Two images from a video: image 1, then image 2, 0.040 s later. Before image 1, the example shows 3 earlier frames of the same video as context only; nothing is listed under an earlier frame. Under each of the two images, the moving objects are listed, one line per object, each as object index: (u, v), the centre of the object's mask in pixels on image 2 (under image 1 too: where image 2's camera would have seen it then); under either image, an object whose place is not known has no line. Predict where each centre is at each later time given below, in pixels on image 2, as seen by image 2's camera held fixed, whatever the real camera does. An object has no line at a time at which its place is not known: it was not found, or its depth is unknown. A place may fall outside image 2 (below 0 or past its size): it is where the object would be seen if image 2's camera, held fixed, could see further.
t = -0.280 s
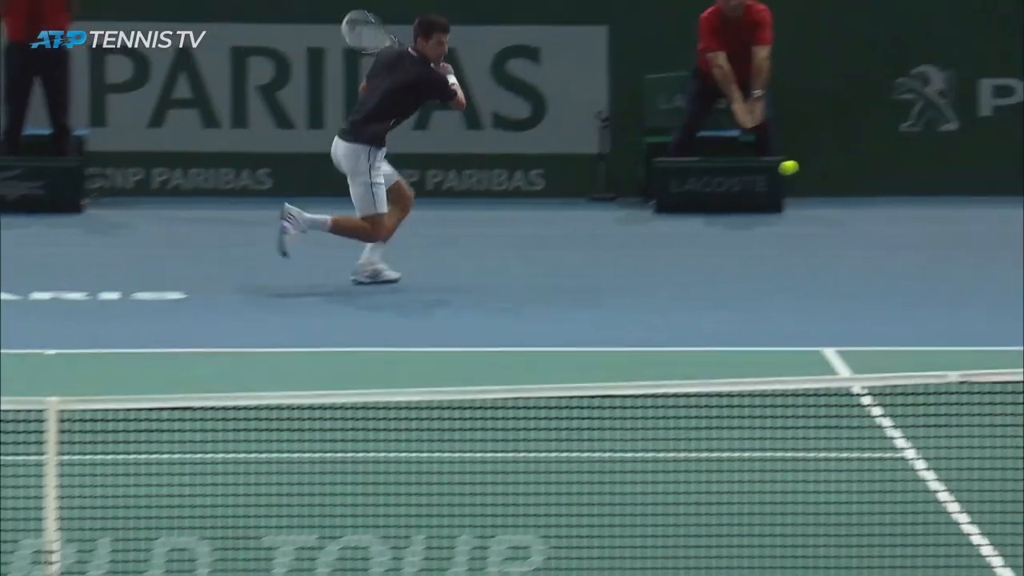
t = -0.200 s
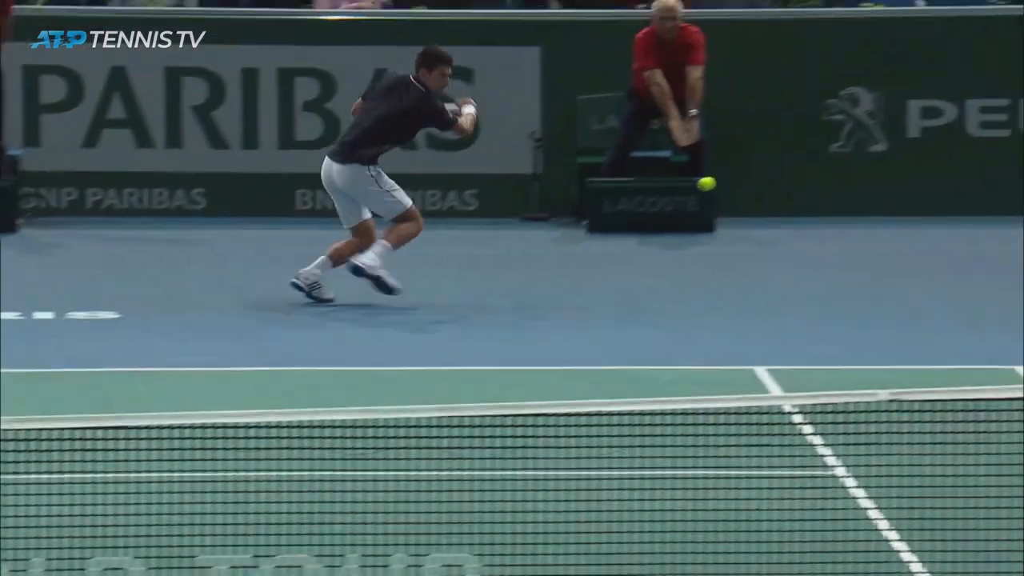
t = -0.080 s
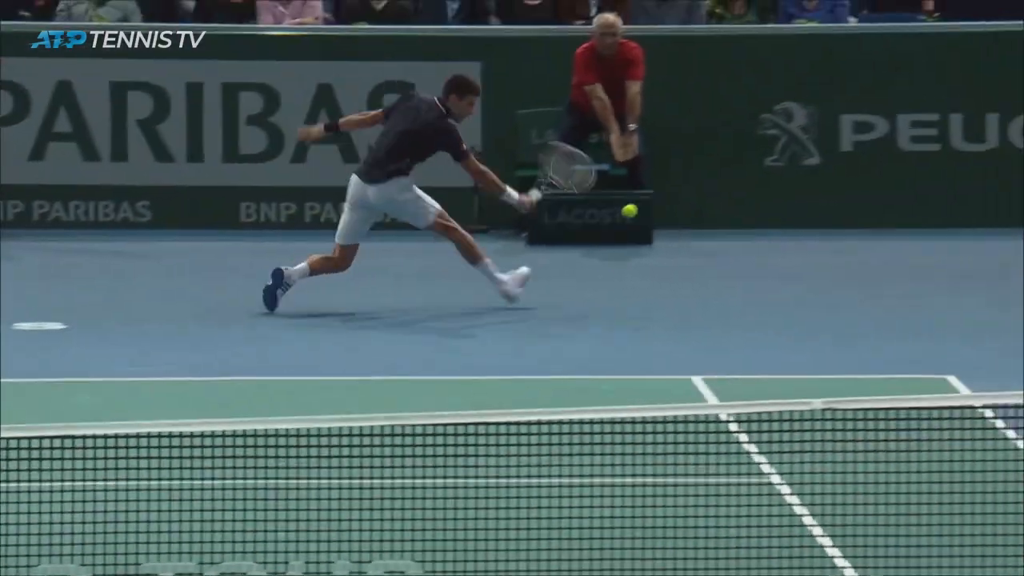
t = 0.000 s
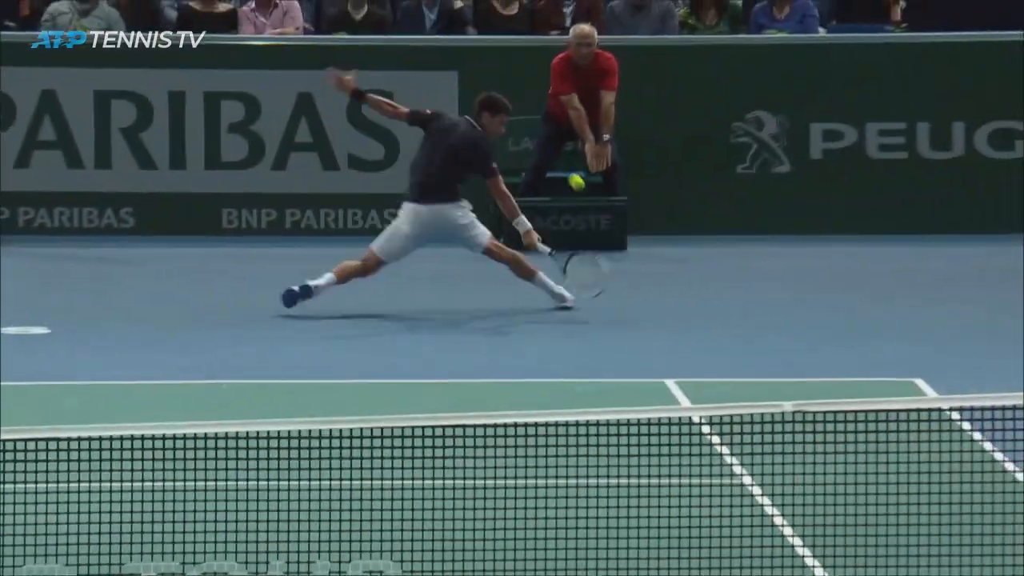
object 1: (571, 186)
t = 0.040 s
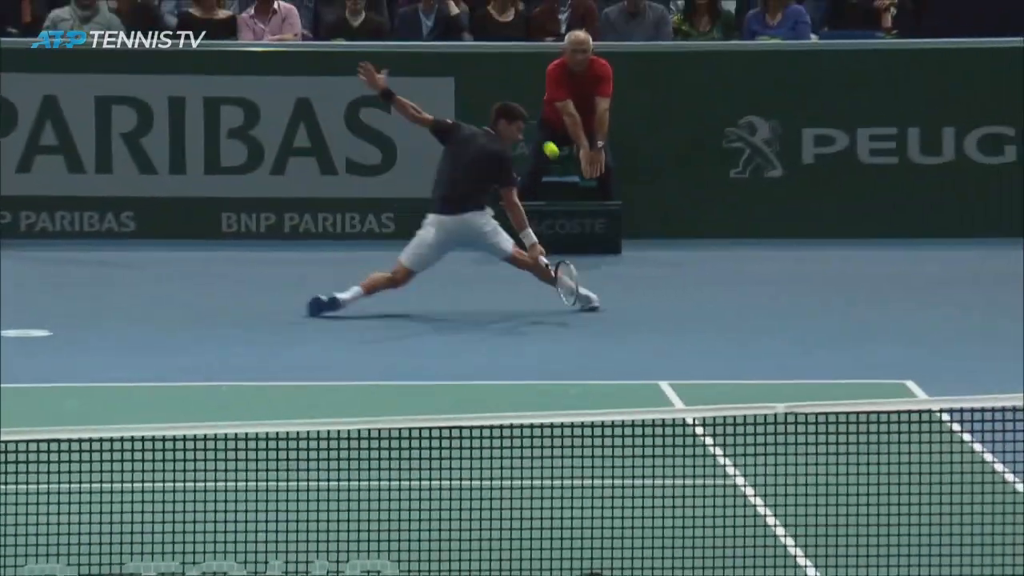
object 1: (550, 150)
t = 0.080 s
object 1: (530, 114)
